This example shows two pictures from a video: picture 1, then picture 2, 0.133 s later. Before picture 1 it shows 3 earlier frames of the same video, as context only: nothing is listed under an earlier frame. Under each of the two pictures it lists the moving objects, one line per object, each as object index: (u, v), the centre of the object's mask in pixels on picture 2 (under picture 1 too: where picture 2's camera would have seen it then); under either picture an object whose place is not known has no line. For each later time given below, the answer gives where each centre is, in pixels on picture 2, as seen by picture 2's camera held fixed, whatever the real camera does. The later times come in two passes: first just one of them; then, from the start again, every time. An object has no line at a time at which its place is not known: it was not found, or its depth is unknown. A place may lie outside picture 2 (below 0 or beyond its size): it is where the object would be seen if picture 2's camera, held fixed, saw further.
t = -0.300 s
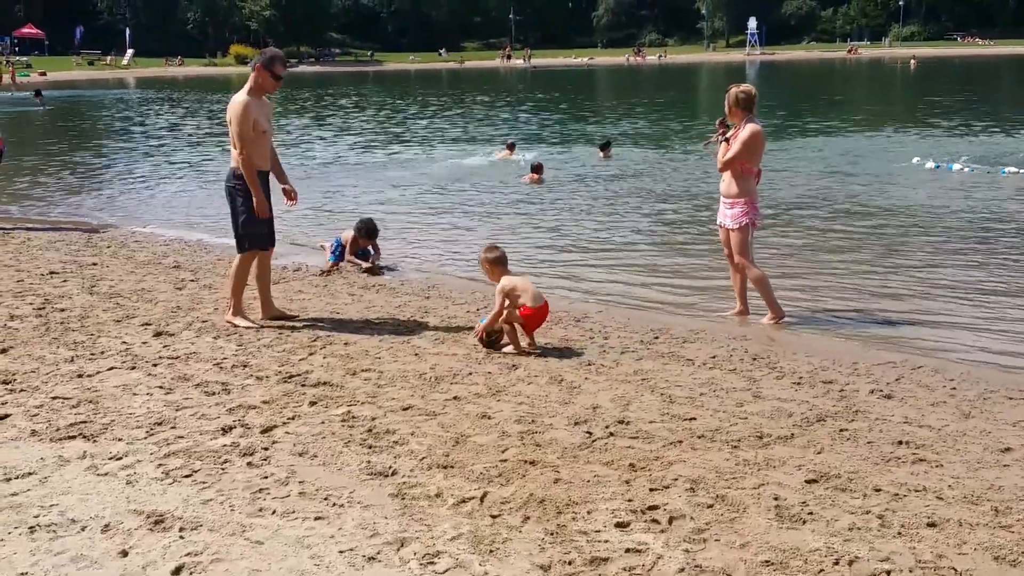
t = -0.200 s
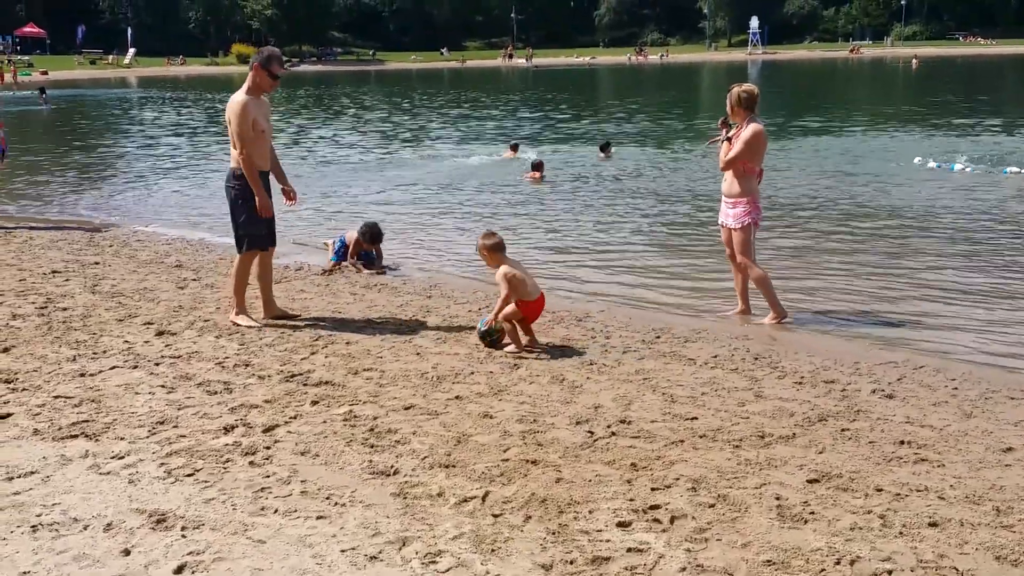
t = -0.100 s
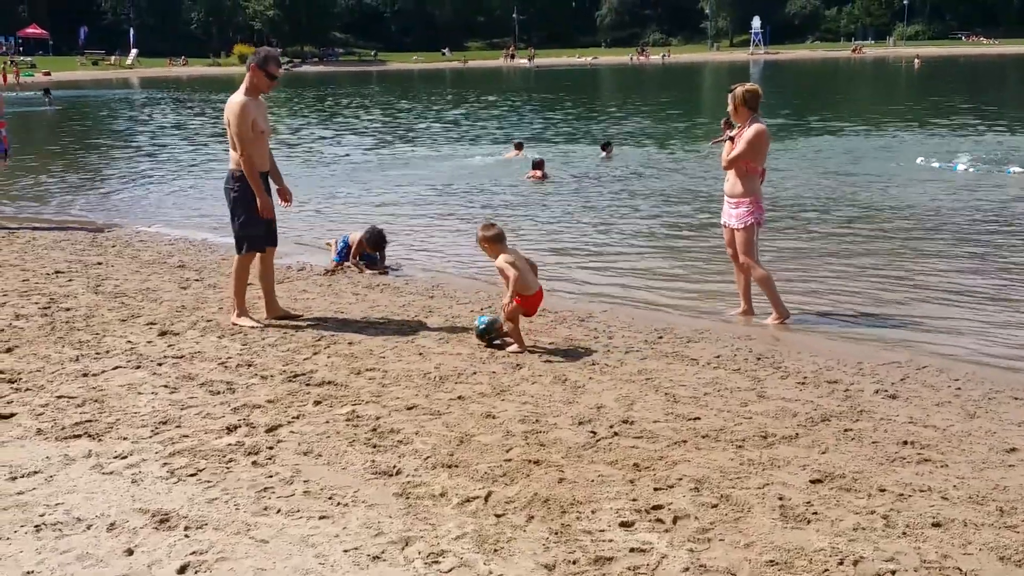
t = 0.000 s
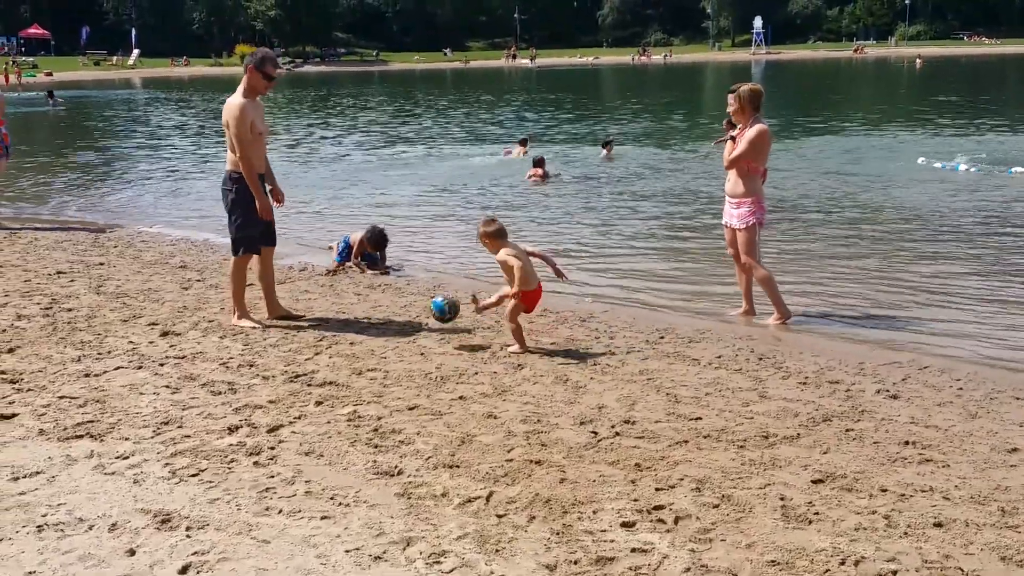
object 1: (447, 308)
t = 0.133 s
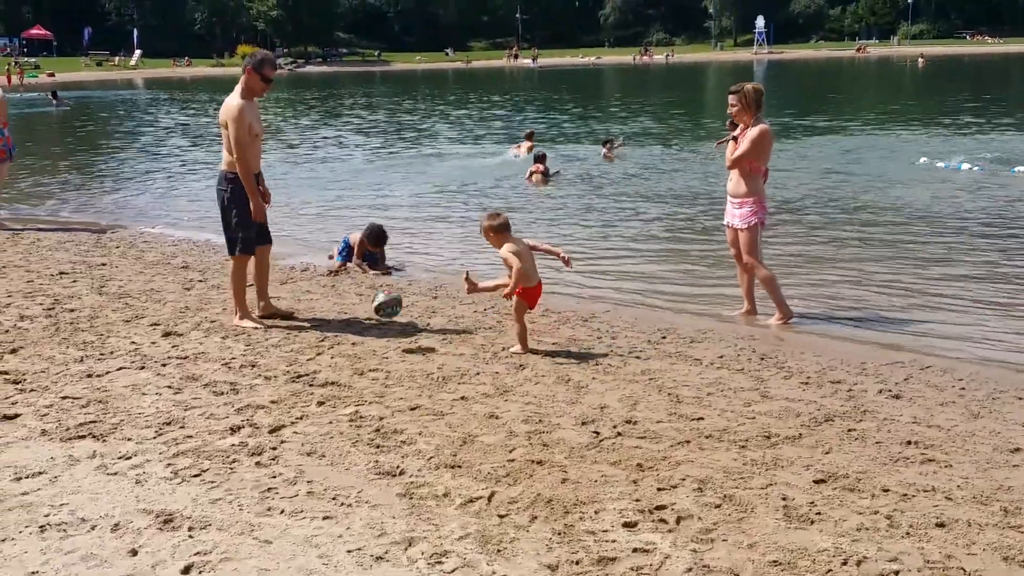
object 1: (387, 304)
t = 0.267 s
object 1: (327, 327)
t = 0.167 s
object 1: (372, 307)
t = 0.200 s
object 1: (357, 312)
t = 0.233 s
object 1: (343, 318)
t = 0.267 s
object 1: (327, 327)
